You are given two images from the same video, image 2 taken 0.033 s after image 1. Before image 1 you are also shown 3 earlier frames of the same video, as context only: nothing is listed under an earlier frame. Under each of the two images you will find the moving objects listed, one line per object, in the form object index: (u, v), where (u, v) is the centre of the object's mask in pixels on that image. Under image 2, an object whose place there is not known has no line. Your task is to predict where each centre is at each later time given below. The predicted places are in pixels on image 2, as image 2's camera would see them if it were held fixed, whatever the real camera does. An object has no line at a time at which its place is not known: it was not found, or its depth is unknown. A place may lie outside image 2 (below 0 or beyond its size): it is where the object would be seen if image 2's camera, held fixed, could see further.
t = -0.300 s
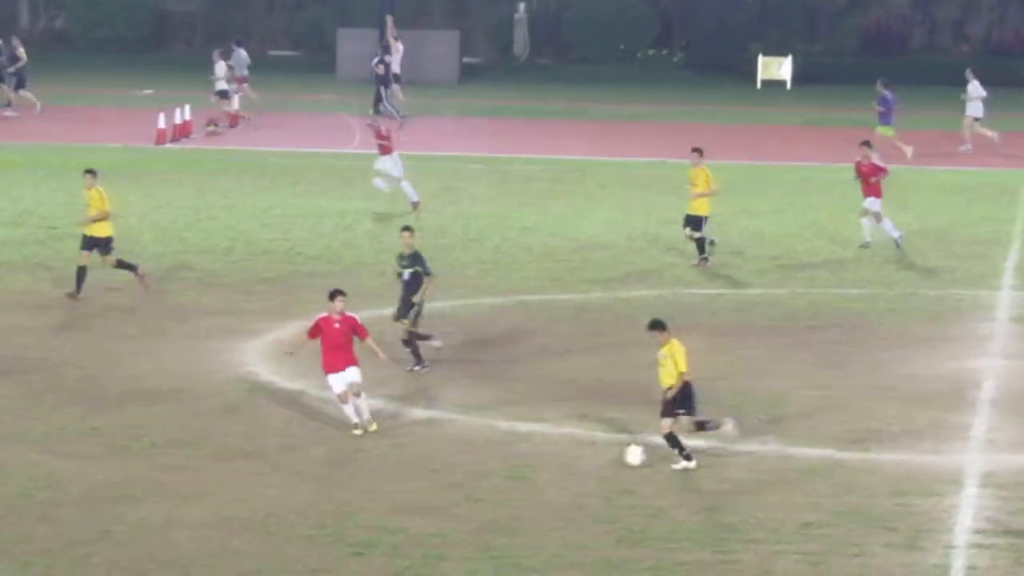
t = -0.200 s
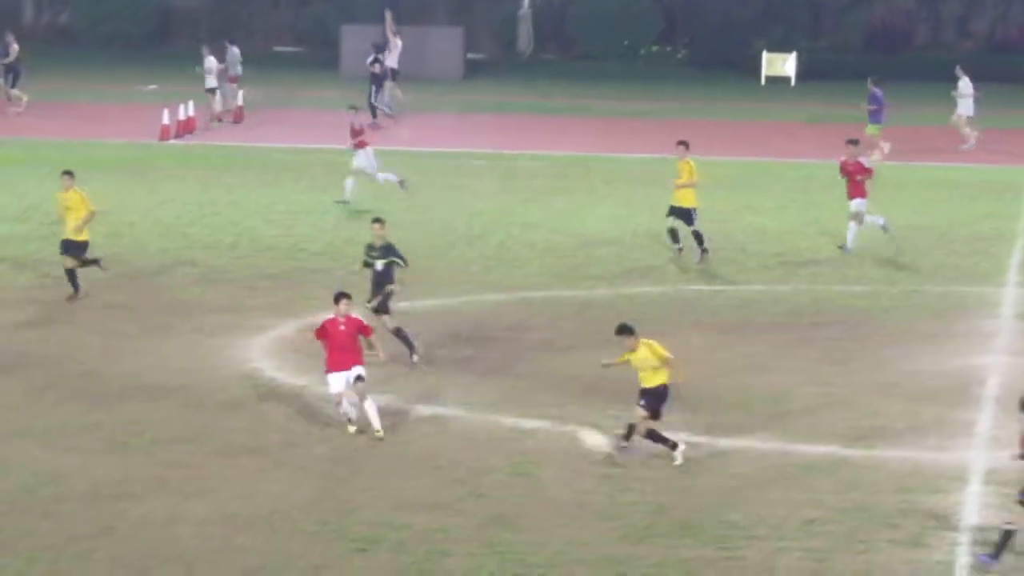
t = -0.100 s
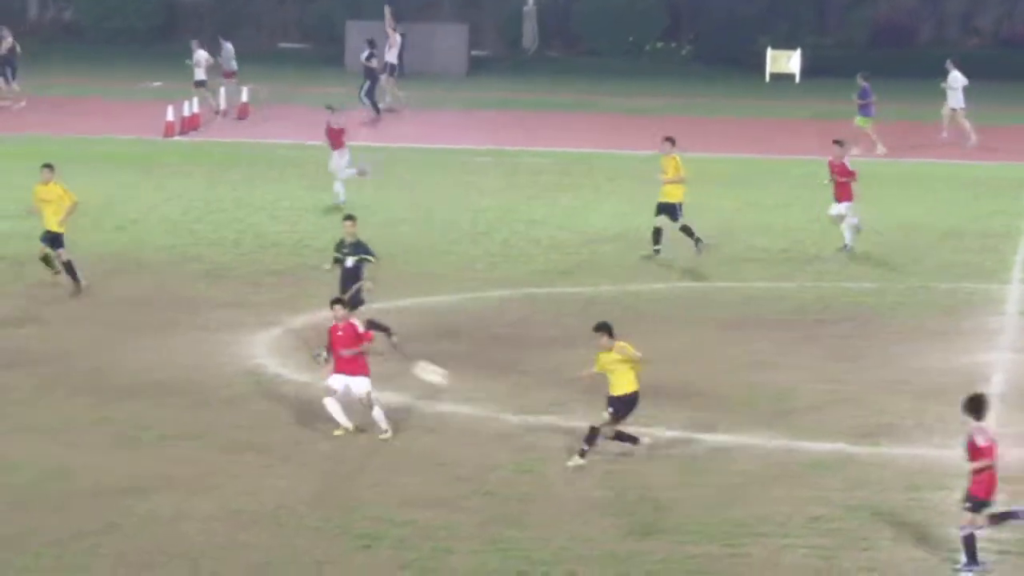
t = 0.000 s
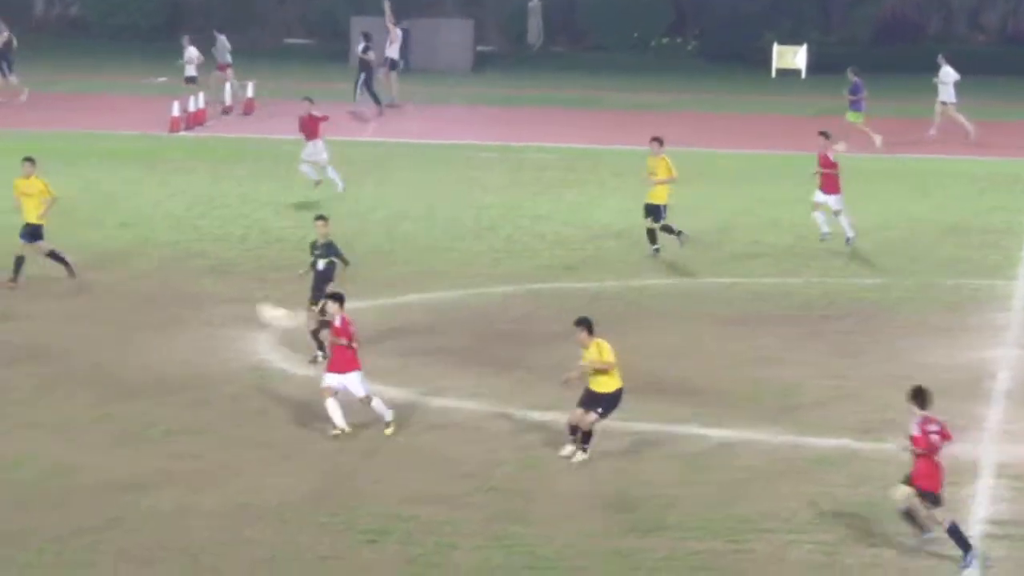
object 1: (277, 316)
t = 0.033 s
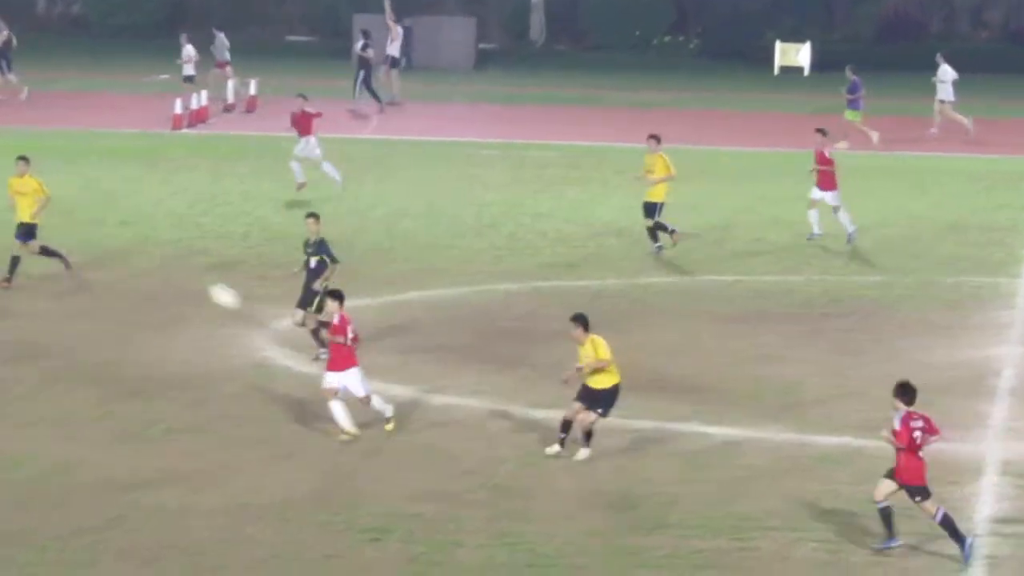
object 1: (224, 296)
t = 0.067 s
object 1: (176, 280)
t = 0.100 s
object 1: (135, 266)
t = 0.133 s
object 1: (96, 250)
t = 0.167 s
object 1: (55, 237)
